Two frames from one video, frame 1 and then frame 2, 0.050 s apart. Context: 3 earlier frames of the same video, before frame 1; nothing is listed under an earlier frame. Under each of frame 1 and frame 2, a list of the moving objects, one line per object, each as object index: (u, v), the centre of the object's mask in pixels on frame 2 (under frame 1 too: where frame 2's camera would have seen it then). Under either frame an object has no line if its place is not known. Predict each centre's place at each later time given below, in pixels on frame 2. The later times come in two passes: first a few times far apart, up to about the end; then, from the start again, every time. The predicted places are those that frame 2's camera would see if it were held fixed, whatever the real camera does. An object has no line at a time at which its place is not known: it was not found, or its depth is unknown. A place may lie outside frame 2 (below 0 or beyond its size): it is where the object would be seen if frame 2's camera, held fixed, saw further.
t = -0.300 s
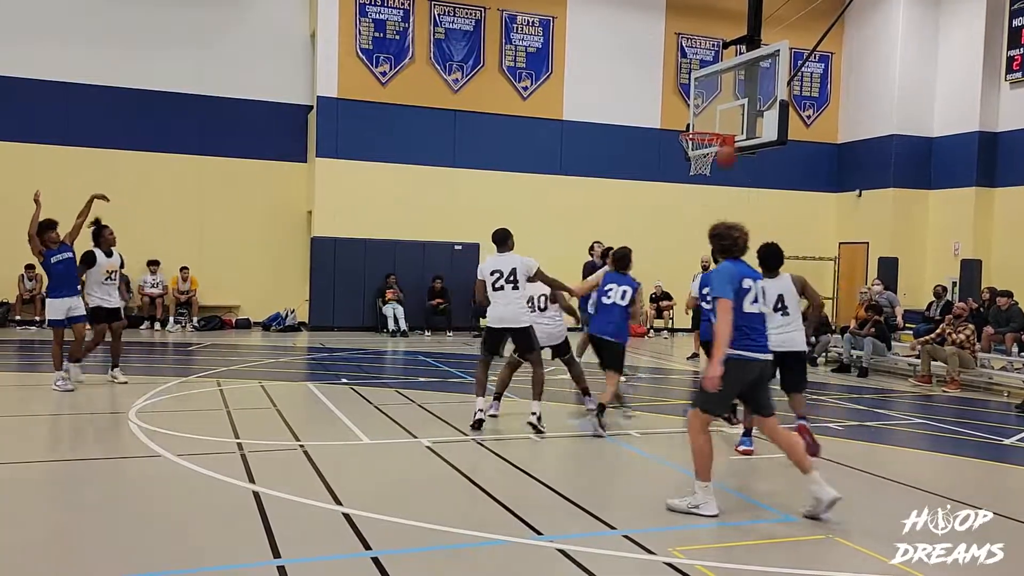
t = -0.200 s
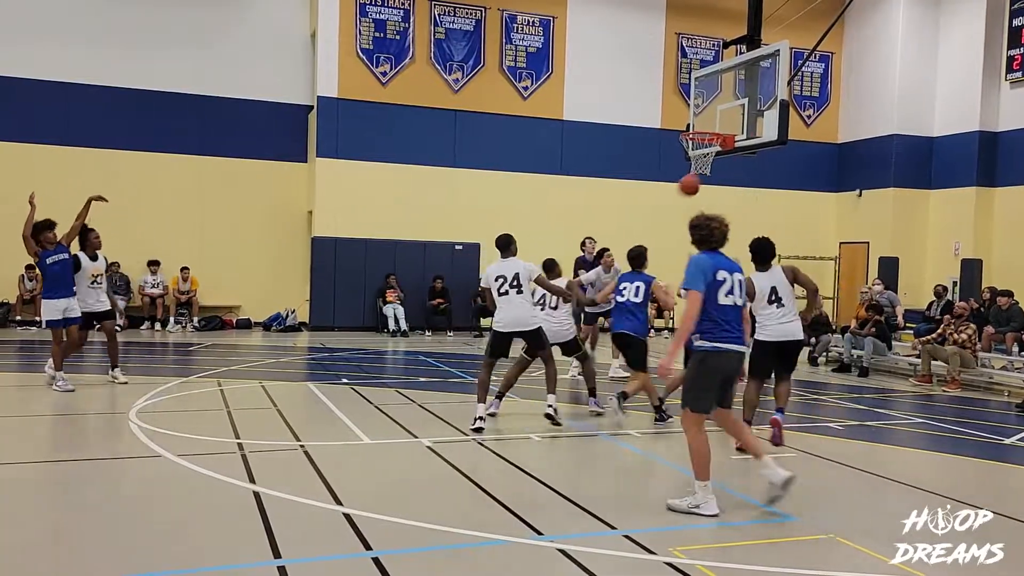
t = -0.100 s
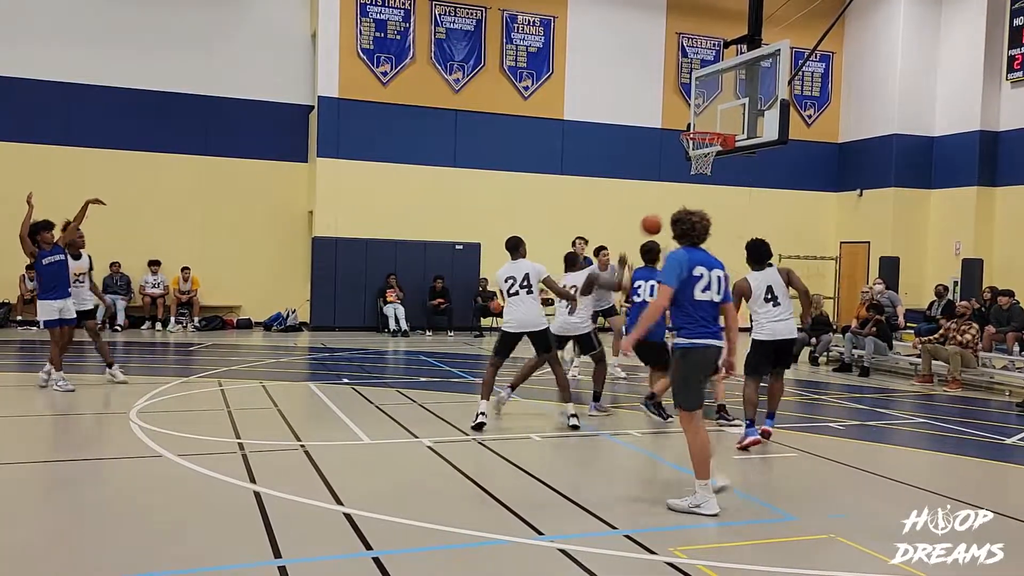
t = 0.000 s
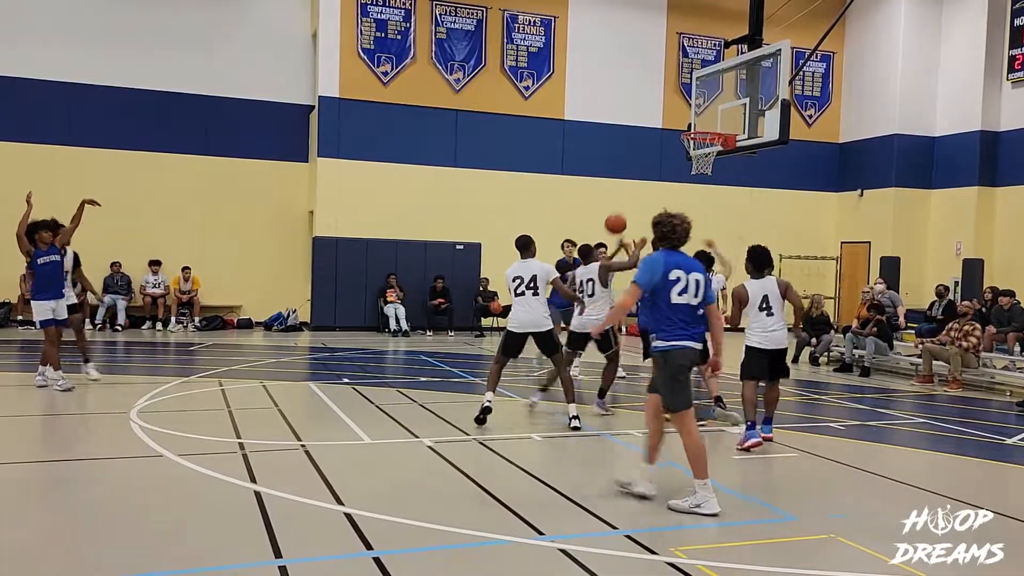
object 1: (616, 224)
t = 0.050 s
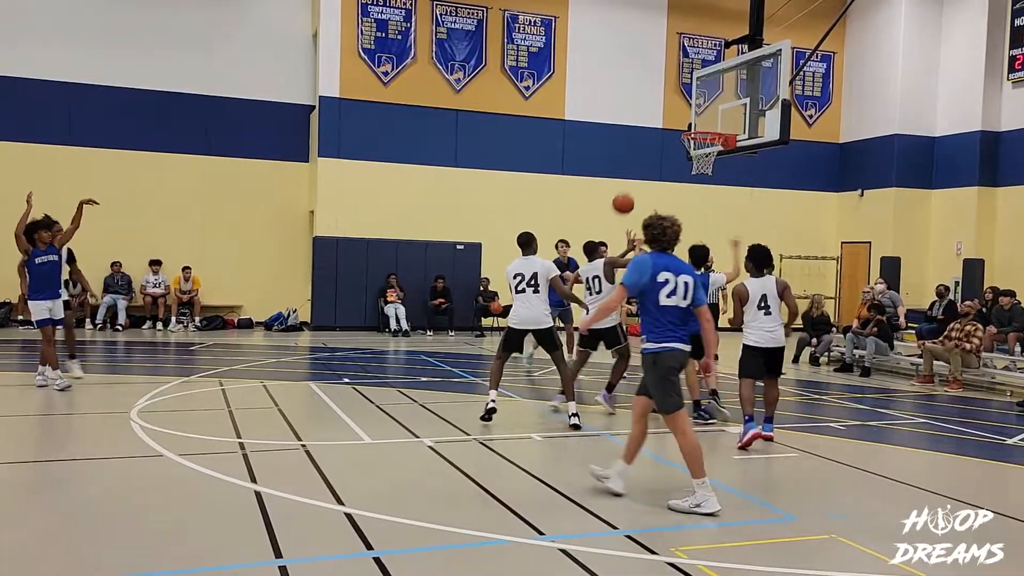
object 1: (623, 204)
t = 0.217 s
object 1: (647, 153)
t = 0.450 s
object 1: (677, 128)
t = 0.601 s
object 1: (695, 137)
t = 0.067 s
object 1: (626, 198)
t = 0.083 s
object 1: (628, 191)
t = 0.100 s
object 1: (631, 185)
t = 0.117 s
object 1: (633, 179)
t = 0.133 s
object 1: (636, 174)
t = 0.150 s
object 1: (638, 170)
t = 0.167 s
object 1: (640, 165)
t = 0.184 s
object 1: (642, 160)
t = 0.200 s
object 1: (645, 157)
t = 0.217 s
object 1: (647, 153)
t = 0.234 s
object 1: (649, 150)
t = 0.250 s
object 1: (652, 147)
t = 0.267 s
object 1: (653, 144)
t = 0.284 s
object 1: (656, 141)
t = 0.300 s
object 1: (658, 139)
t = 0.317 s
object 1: (661, 137)
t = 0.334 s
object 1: (662, 135)
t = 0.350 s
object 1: (664, 133)
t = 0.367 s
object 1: (666, 132)
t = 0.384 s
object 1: (669, 130)
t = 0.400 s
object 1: (670, 129)
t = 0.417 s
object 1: (672, 129)
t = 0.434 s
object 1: (676, 128)
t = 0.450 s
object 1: (677, 128)
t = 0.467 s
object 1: (679, 128)
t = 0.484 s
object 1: (682, 129)
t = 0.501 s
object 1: (684, 129)
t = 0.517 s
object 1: (686, 130)
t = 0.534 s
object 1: (688, 131)
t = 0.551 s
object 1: (690, 132)
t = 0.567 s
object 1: (692, 133)
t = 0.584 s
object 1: (694, 135)
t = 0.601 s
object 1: (695, 137)
